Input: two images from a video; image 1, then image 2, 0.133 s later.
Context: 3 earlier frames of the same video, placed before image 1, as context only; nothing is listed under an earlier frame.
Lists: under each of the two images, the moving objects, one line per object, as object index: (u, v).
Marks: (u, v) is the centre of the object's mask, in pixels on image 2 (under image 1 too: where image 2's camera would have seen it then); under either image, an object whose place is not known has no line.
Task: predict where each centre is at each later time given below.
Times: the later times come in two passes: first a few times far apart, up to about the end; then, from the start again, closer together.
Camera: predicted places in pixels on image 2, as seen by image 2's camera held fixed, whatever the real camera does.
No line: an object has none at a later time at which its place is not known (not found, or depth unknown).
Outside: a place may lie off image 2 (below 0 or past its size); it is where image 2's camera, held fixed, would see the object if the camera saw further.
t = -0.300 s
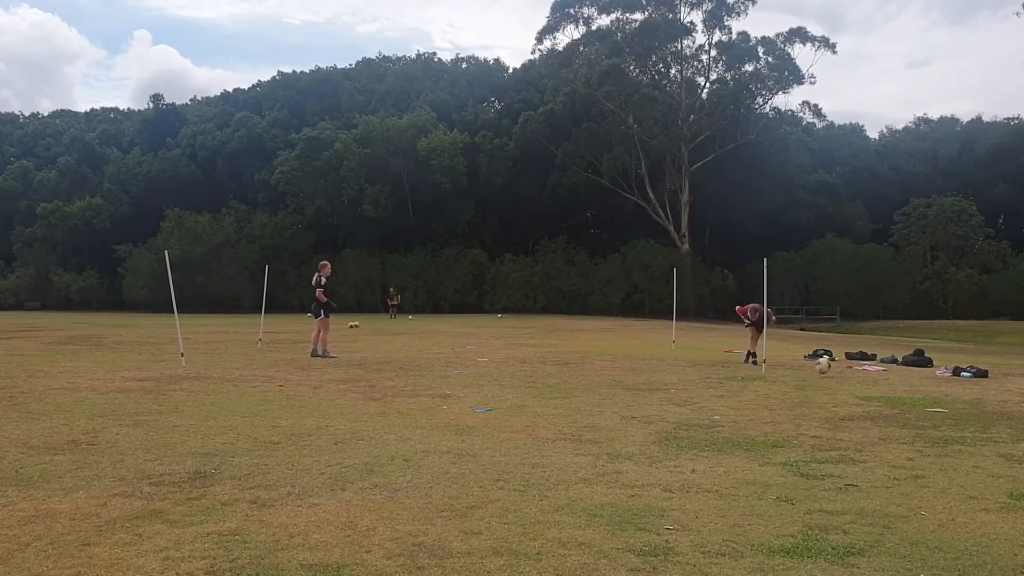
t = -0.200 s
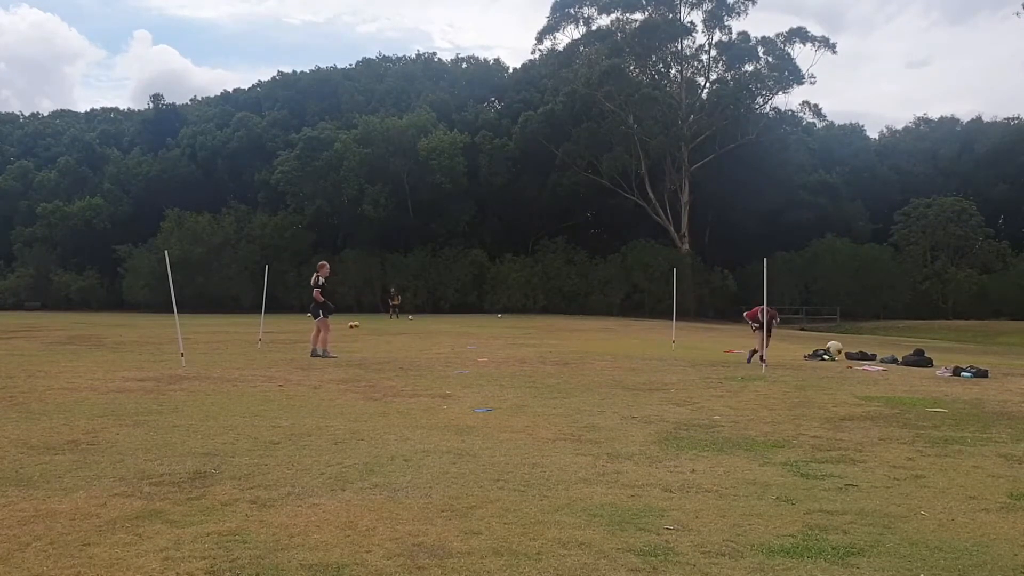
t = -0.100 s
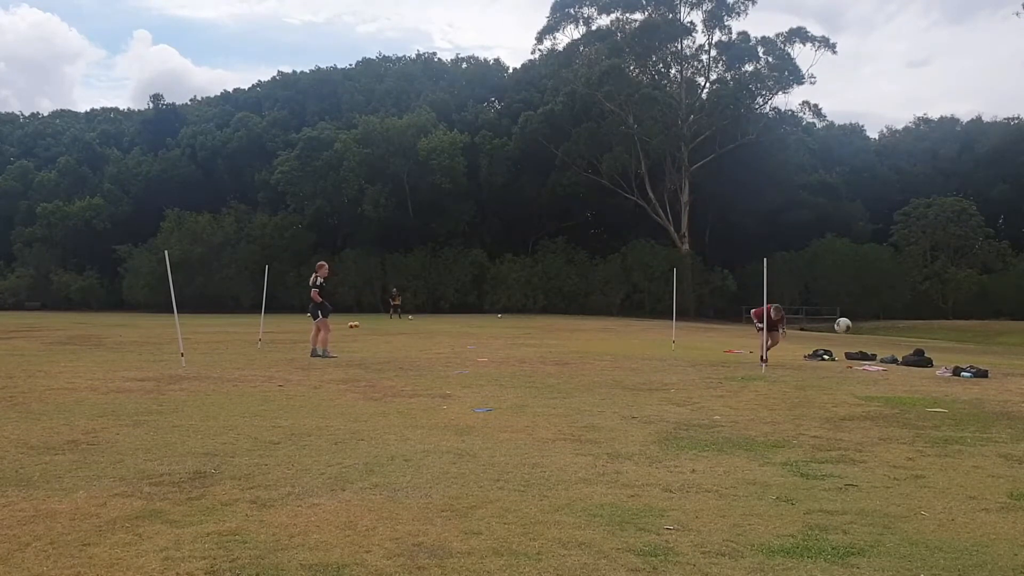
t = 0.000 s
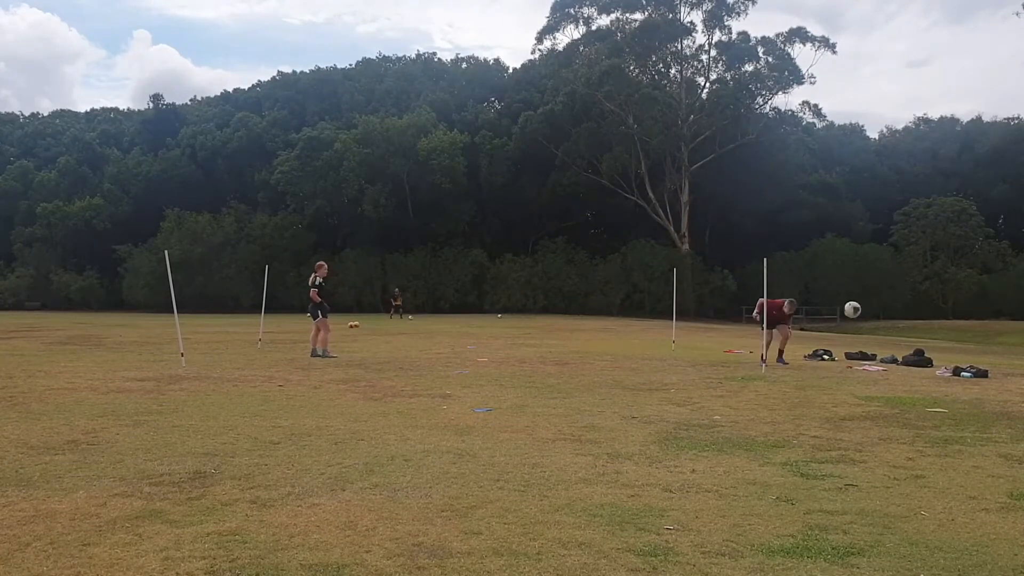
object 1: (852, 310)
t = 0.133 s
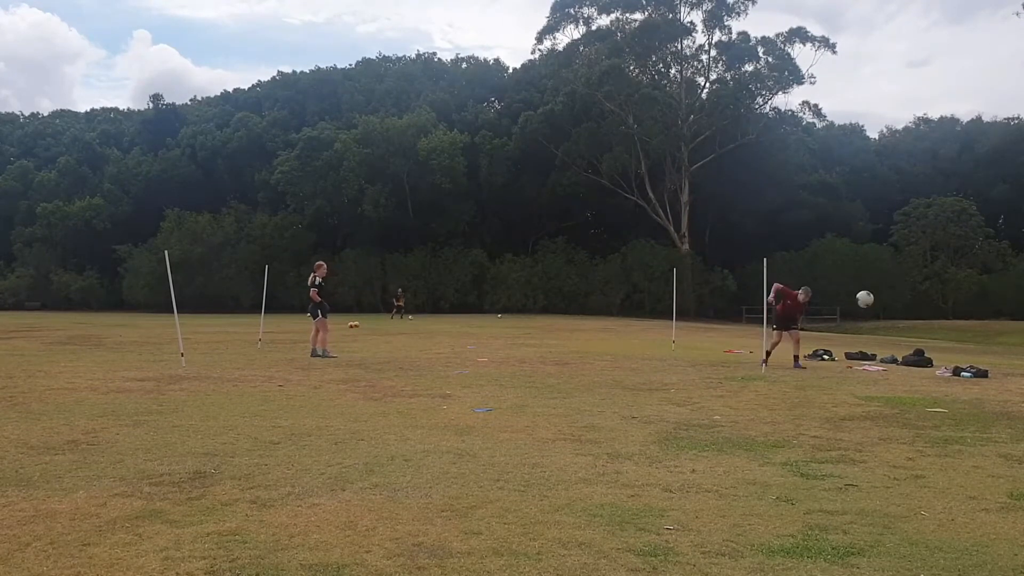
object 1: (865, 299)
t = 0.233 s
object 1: (874, 300)
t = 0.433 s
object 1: (894, 324)
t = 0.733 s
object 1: (928, 367)
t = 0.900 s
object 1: (950, 352)
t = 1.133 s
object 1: (985, 372)
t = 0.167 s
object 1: (868, 299)
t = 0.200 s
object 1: (871, 299)
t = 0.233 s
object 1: (874, 300)
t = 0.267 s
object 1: (877, 302)
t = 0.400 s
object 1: (890, 318)
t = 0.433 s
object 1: (894, 324)
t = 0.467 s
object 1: (897, 331)
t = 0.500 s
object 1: (900, 341)
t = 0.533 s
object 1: (904, 351)
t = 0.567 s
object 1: (907, 362)
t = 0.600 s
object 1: (911, 374)
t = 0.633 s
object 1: (914, 385)
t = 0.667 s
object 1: (919, 379)
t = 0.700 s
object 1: (923, 373)
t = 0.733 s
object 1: (928, 367)
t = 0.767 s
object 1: (932, 362)
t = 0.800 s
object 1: (936, 359)
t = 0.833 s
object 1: (941, 355)
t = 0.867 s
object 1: (945, 353)
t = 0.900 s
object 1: (950, 352)
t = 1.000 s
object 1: (964, 354)
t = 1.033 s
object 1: (970, 357)
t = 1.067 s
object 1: (974, 361)
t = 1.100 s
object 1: (979, 366)
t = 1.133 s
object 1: (985, 372)
